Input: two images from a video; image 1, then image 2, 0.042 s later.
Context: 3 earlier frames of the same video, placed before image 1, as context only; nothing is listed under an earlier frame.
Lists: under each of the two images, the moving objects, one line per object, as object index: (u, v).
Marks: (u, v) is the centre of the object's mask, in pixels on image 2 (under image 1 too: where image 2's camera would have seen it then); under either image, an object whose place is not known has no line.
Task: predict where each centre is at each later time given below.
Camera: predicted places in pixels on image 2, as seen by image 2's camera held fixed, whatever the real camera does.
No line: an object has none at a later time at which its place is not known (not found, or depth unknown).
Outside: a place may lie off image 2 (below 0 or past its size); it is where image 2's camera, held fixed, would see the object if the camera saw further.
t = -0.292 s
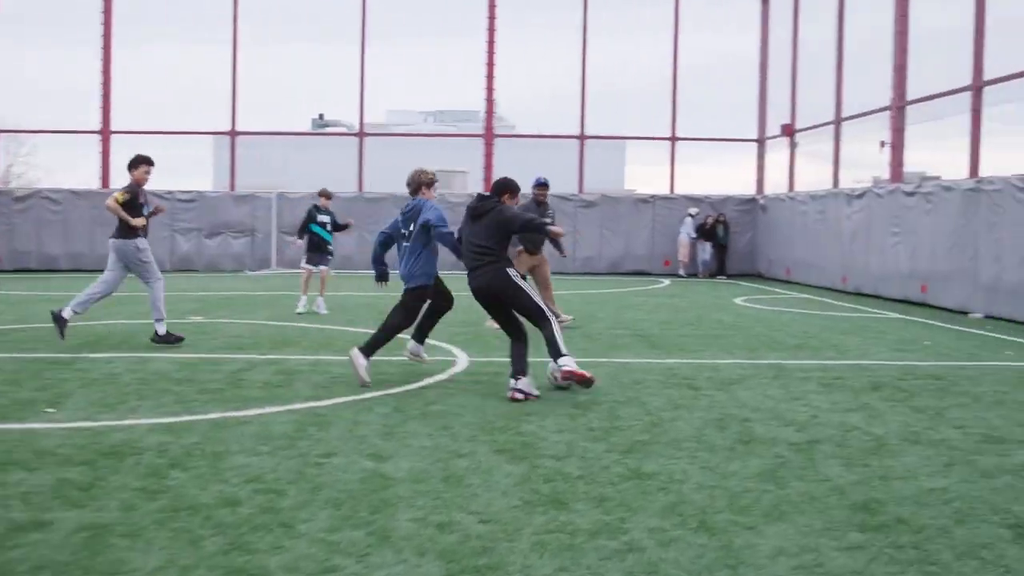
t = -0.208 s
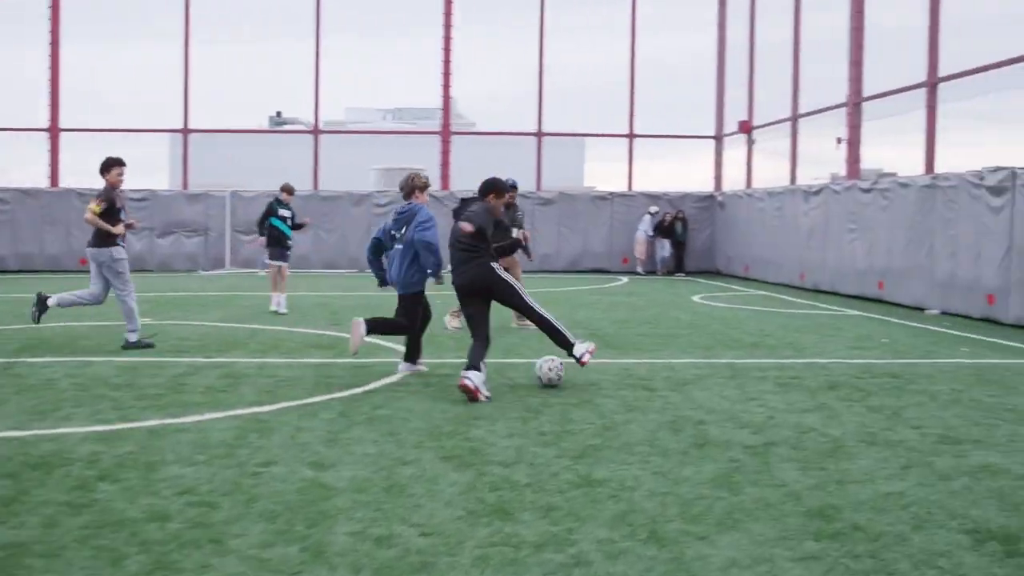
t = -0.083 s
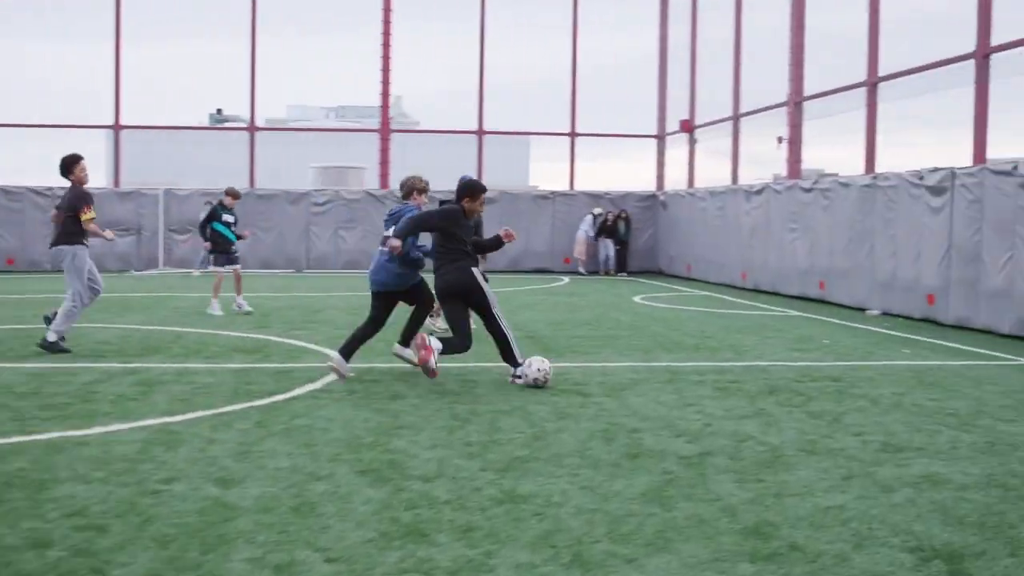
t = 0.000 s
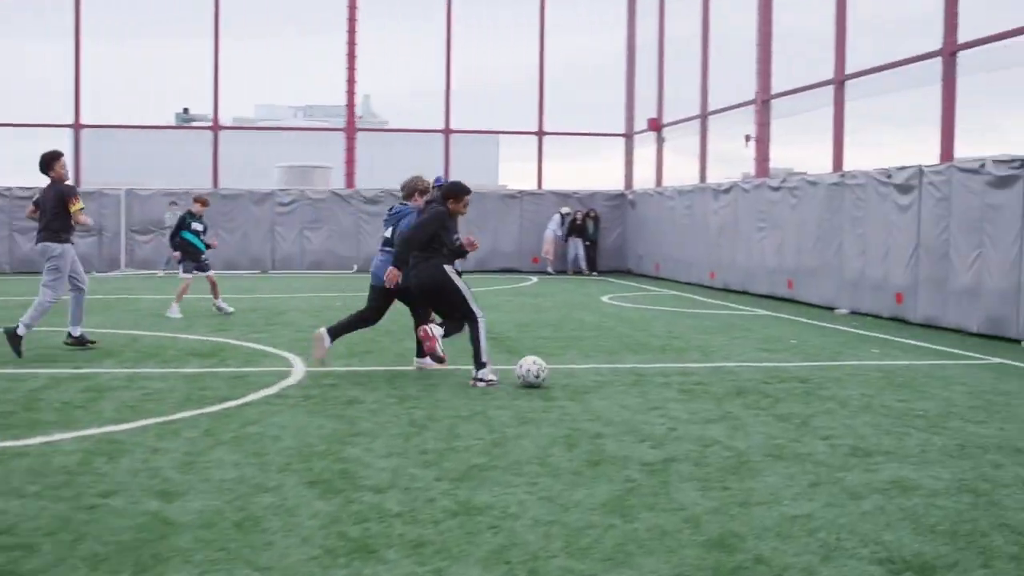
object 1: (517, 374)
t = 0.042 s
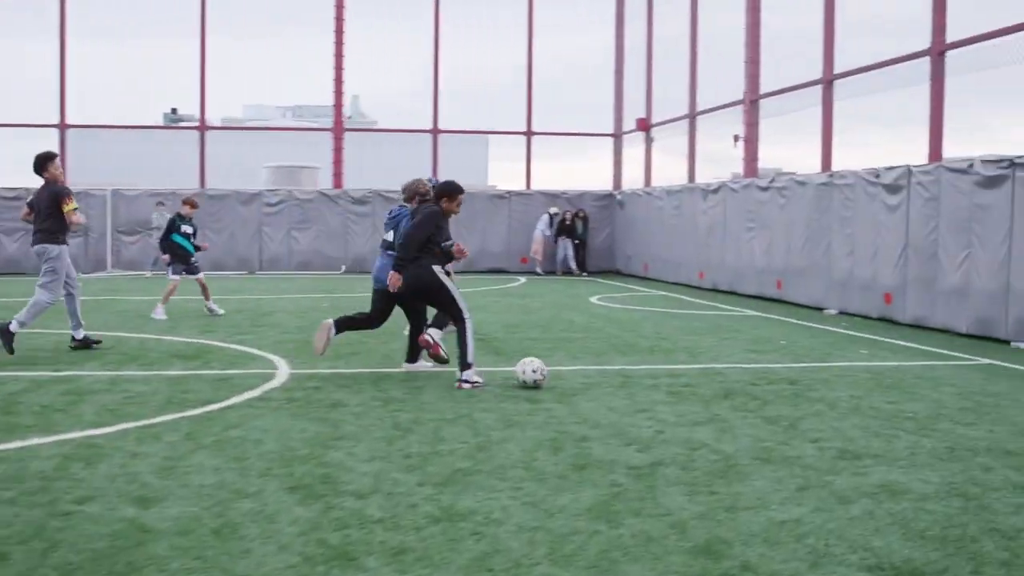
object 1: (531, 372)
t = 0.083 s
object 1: (548, 370)
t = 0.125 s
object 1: (561, 369)
